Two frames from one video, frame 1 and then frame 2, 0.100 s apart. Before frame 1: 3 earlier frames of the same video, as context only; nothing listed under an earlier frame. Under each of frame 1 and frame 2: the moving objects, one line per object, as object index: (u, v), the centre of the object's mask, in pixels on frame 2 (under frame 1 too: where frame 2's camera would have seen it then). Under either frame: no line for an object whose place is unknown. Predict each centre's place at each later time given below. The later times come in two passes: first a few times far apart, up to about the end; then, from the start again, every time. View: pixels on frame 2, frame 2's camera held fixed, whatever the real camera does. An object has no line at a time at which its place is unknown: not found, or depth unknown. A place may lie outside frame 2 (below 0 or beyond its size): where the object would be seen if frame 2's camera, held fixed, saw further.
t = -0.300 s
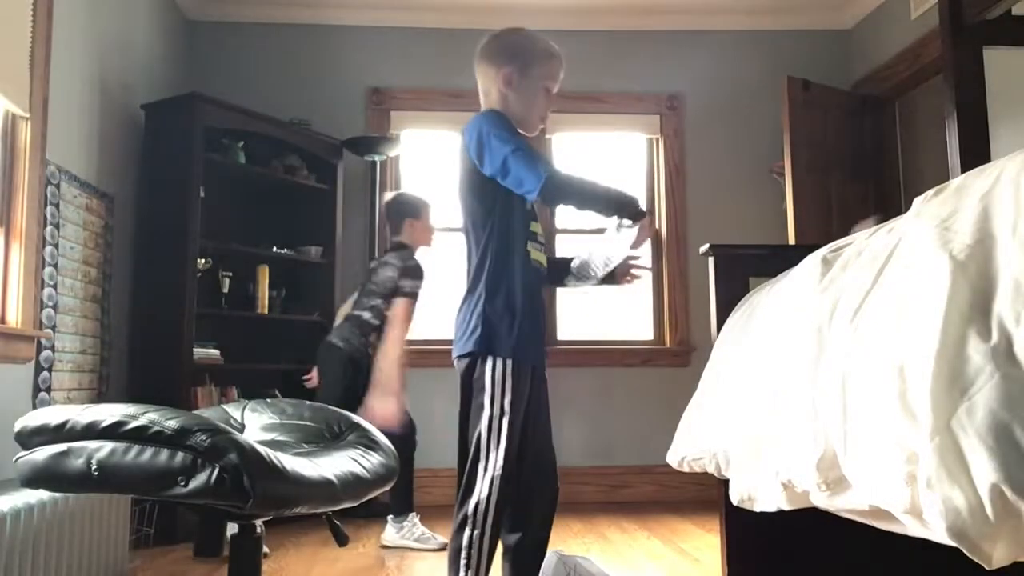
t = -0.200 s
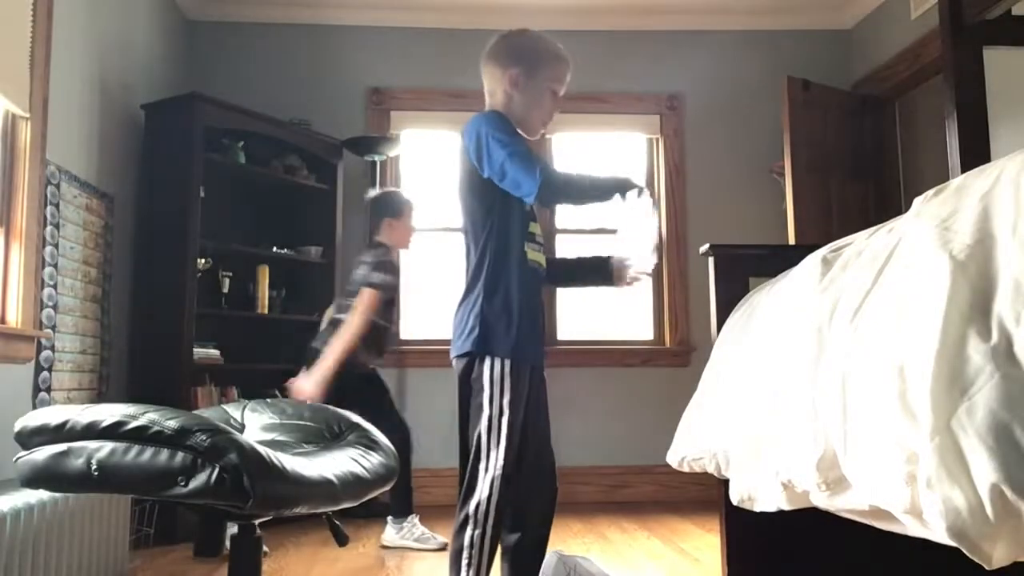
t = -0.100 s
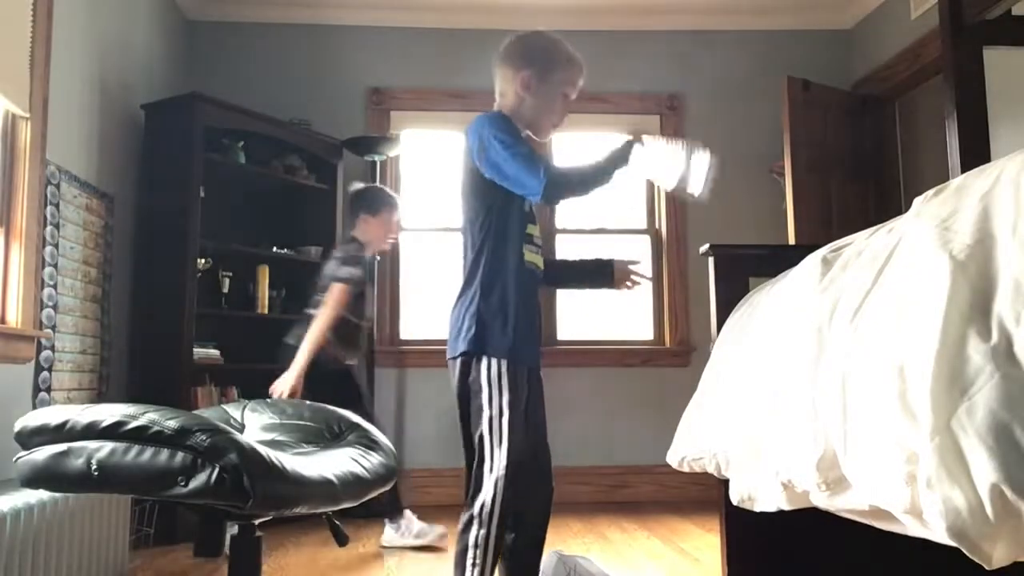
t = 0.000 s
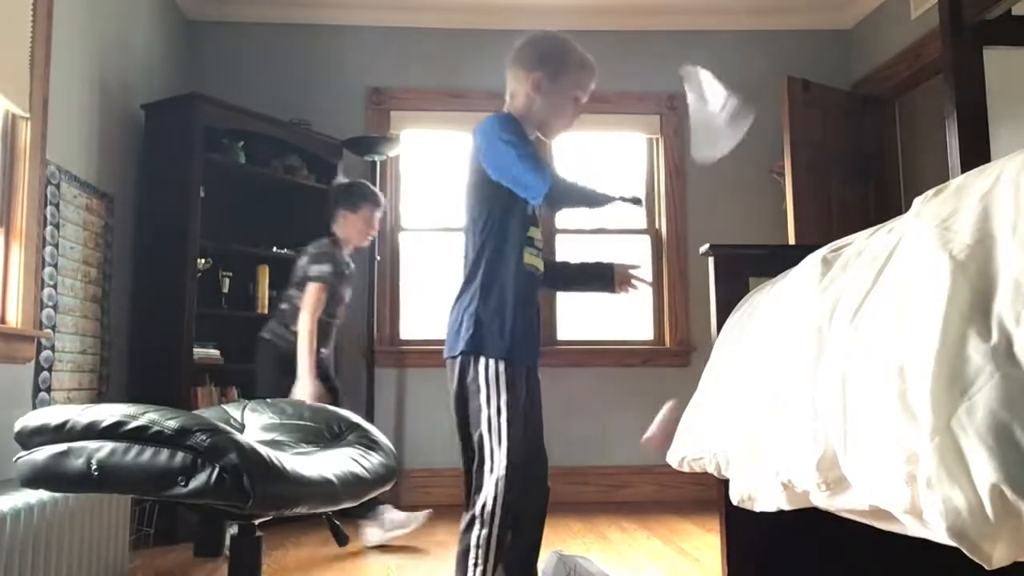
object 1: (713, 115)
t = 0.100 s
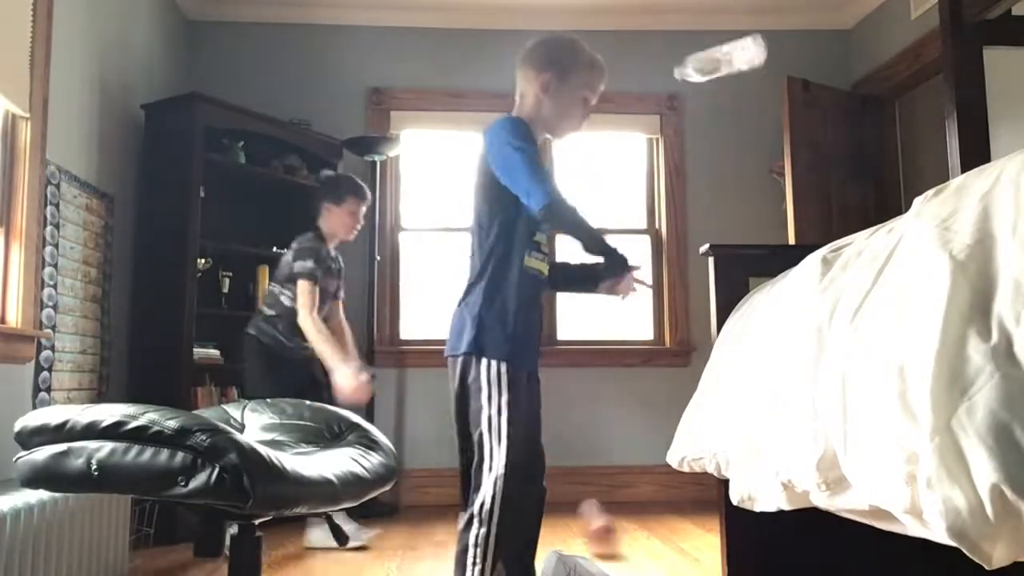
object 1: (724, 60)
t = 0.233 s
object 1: (738, 87)
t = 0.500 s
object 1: (765, 197)
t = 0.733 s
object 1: (765, 197)
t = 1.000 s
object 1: (764, 198)
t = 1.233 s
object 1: (764, 198)
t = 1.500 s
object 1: (764, 198)
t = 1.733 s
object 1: (764, 198)
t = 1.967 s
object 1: (764, 198)
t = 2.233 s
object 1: (764, 198)
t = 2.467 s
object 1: (764, 198)
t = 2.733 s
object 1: (764, 198)
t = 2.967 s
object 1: (764, 198)
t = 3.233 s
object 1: (764, 198)
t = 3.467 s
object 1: (764, 198)
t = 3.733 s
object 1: (764, 198)
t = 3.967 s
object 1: (764, 198)
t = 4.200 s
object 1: (764, 198)
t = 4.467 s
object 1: (764, 198)
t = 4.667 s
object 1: (764, 198)
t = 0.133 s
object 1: (726, 59)
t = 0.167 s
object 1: (729, 64)
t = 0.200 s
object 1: (733, 73)
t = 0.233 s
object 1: (738, 87)
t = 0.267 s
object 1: (744, 104)
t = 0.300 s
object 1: (749, 126)
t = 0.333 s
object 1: (755, 153)
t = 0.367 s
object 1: (760, 184)
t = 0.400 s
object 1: (763, 197)
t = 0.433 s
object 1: (763, 197)
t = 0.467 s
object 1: (764, 197)
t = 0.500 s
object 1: (765, 197)
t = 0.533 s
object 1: (765, 197)
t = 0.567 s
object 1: (765, 197)
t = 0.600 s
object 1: (763, 197)
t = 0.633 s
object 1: (763, 197)
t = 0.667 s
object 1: (764, 197)
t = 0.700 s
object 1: (765, 197)
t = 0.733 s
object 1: (765, 197)
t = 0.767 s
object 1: (764, 197)
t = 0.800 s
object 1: (764, 198)
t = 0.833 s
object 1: (764, 198)
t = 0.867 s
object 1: (764, 198)
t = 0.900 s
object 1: (764, 197)
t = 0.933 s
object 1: (764, 198)
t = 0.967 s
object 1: (764, 198)
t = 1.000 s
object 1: (764, 198)
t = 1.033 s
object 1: (764, 198)
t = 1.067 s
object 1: (764, 198)
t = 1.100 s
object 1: (764, 198)
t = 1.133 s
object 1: (764, 198)
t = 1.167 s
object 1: (764, 198)
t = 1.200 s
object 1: (764, 198)
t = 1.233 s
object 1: (764, 198)
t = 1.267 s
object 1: (764, 198)
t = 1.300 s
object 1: (764, 198)
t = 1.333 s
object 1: (764, 198)
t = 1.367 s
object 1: (764, 198)
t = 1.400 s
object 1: (764, 198)
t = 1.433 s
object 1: (764, 198)
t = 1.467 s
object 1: (764, 198)
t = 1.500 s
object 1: (764, 198)
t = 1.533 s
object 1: (764, 198)
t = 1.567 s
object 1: (764, 198)
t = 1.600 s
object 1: (764, 198)
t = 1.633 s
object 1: (764, 198)
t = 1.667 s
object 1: (764, 198)
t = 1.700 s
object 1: (764, 198)
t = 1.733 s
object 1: (764, 198)
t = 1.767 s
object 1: (764, 198)
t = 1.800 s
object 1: (764, 198)
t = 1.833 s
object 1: (764, 198)
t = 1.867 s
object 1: (764, 198)
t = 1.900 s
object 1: (764, 198)
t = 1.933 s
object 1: (764, 198)
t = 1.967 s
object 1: (764, 198)
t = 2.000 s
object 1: (764, 198)
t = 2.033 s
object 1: (764, 198)
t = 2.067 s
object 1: (764, 198)
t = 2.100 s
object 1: (764, 198)
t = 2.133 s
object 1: (764, 198)
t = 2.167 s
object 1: (764, 198)
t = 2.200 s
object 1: (764, 198)
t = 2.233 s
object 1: (764, 198)
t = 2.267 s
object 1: (764, 198)
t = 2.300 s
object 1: (764, 198)
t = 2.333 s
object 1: (764, 198)
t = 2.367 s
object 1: (764, 198)
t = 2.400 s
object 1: (764, 198)
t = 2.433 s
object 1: (764, 198)
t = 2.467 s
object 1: (764, 198)
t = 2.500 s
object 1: (764, 198)
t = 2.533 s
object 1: (764, 198)
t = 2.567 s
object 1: (764, 198)
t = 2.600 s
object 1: (764, 198)
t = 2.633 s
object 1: (764, 198)
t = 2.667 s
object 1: (764, 198)
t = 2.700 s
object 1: (764, 198)
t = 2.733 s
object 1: (764, 198)
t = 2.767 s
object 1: (764, 198)
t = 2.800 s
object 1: (764, 198)
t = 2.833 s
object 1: (764, 198)
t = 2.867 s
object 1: (764, 198)
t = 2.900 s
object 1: (764, 198)
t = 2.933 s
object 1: (764, 198)
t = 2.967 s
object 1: (764, 198)
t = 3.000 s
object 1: (764, 198)
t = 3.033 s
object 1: (764, 198)
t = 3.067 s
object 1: (764, 198)
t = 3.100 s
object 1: (764, 198)
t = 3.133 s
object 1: (764, 198)
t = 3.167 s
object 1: (764, 198)
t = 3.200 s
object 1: (764, 198)
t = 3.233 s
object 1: (764, 198)
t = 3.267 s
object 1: (764, 198)
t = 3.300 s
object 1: (764, 198)
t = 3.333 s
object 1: (764, 198)
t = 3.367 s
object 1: (764, 198)
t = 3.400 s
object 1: (764, 198)
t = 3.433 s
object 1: (764, 198)
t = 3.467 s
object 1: (764, 198)
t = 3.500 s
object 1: (764, 198)
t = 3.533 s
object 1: (764, 198)
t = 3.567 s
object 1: (764, 198)
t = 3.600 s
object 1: (764, 198)
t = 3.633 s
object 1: (764, 198)
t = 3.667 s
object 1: (764, 198)
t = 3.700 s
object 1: (764, 198)
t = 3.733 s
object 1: (764, 198)
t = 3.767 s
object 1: (764, 198)
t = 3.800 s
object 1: (764, 198)
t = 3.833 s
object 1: (764, 198)
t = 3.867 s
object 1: (764, 198)
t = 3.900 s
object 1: (764, 198)
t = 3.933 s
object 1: (764, 198)
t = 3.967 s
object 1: (764, 198)
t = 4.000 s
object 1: (764, 198)
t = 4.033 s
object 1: (764, 198)
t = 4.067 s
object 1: (764, 198)
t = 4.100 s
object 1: (764, 198)
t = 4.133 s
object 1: (764, 198)
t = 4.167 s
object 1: (764, 198)
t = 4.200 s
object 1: (764, 198)
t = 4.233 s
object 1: (764, 198)
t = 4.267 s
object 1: (764, 198)
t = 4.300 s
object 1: (764, 198)
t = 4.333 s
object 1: (764, 198)
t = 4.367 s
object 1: (764, 198)
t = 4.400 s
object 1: (764, 198)
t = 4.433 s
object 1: (764, 198)
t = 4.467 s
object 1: (764, 198)
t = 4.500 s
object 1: (764, 198)
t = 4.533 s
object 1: (764, 198)
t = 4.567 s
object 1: (764, 198)
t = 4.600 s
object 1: (764, 198)
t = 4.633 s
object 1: (764, 198)
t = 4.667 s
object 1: (764, 198)
